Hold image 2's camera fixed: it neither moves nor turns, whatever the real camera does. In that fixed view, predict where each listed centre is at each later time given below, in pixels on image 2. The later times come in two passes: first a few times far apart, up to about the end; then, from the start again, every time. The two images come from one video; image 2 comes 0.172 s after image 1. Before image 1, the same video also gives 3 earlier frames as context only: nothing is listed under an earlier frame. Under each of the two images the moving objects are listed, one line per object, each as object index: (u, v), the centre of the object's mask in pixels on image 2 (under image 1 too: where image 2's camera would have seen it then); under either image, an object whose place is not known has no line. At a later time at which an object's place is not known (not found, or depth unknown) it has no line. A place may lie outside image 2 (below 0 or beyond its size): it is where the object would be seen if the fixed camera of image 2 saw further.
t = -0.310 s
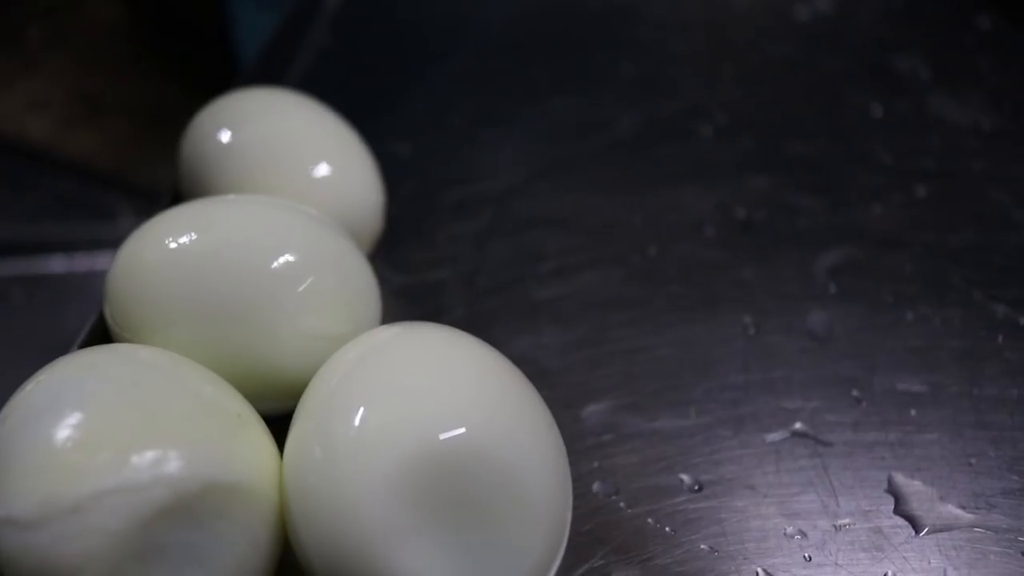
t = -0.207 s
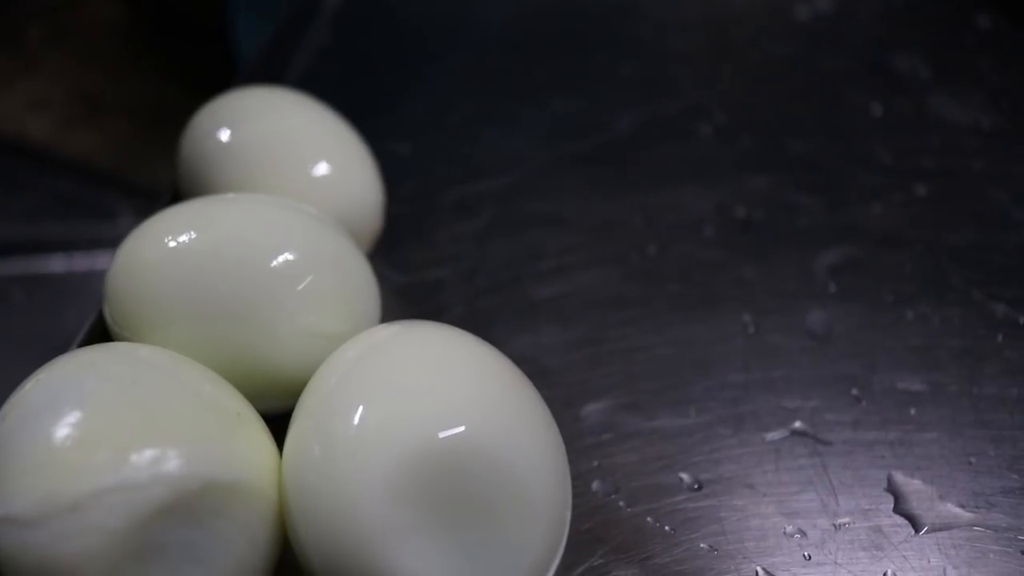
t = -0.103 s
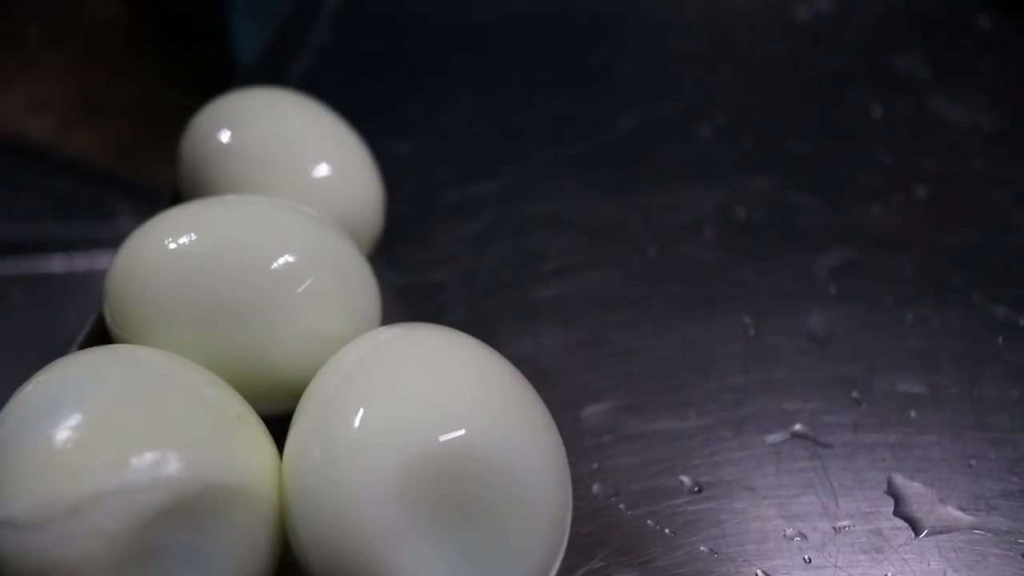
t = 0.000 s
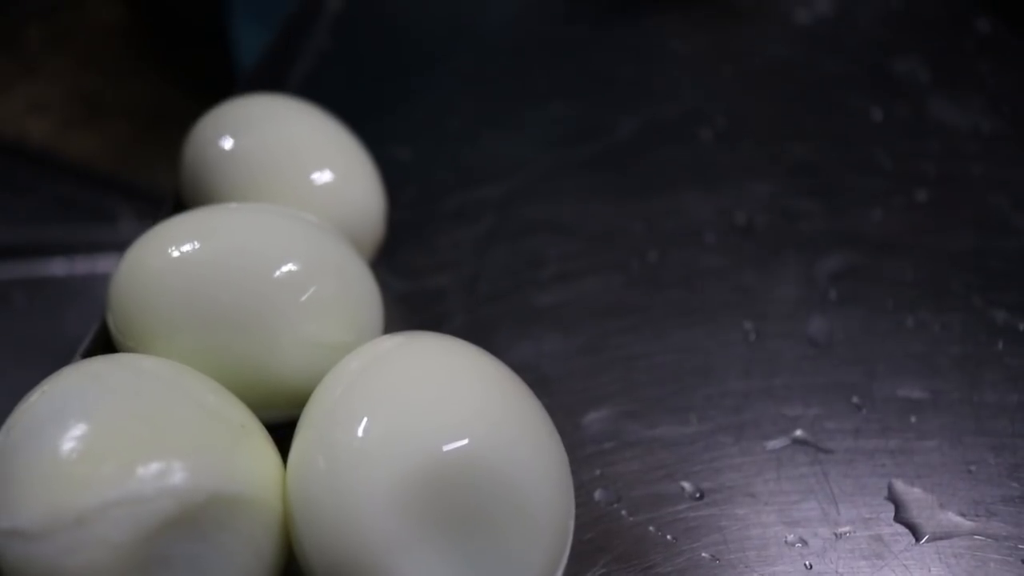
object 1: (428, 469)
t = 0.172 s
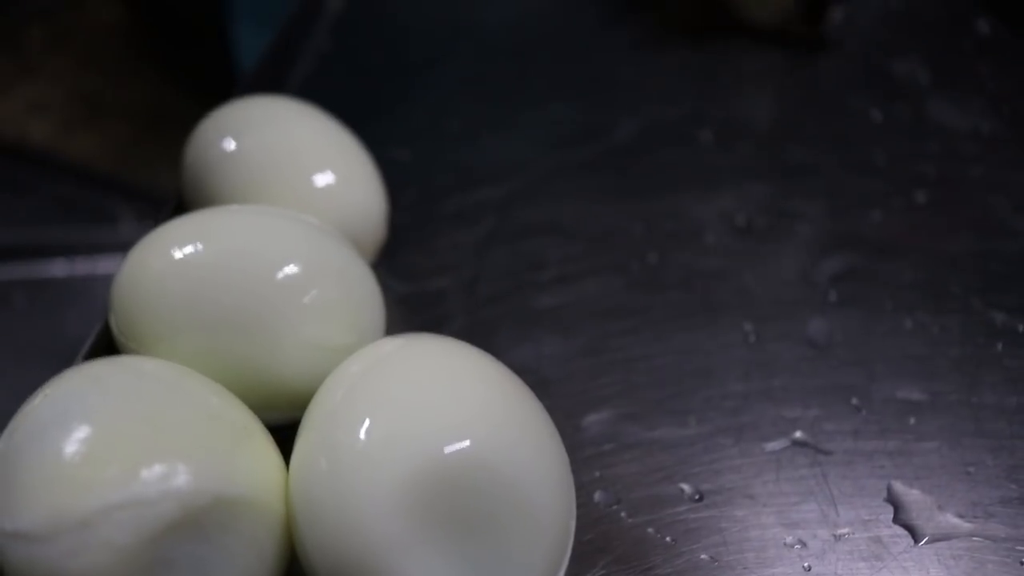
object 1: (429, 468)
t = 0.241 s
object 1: (427, 469)
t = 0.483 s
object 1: (428, 468)
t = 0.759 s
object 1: (428, 468)
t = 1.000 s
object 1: (424, 469)
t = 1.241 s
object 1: (447, 472)
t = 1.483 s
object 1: (444, 472)
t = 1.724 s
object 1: (435, 472)
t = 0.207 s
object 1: (429, 468)
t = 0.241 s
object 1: (427, 469)
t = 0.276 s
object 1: (428, 468)
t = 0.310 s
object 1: (428, 468)
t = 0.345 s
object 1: (428, 468)
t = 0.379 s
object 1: (428, 467)
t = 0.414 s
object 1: (428, 467)
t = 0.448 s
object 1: (428, 467)
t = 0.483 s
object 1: (428, 468)
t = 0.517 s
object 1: (428, 468)
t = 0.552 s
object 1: (428, 468)
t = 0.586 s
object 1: (428, 468)
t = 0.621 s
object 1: (428, 468)
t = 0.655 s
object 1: (428, 468)
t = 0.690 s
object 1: (428, 468)
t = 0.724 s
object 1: (428, 468)
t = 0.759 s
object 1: (428, 468)
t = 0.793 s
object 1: (428, 468)
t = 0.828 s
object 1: (428, 468)
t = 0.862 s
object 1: (428, 468)
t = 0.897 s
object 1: (428, 468)
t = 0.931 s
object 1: (428, 467)
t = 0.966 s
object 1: (424, 467)
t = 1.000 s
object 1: (424, 469)
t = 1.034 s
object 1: (432, 468)
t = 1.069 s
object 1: (436, 468)
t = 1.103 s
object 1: (438, 470)
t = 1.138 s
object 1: (439, 474)
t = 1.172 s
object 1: (441, 474)
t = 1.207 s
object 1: (444, 473)
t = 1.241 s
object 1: (447, 472)
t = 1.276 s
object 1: (448, 471)
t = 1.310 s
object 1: (446, 472)
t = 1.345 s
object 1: (444, 472)
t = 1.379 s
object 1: (443, 472)
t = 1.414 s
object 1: (444, 472)
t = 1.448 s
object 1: (444, 472)
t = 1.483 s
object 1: (444, 472)
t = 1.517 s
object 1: (444, 472)
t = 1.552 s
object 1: (443, 473)
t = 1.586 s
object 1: (442, 473)
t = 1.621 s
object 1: (439, 474)
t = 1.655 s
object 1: (438, 473)
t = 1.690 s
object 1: (438, 473)
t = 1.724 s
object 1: (435, 472)
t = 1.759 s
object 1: (433, 471)
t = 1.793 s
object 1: (430, 470)
